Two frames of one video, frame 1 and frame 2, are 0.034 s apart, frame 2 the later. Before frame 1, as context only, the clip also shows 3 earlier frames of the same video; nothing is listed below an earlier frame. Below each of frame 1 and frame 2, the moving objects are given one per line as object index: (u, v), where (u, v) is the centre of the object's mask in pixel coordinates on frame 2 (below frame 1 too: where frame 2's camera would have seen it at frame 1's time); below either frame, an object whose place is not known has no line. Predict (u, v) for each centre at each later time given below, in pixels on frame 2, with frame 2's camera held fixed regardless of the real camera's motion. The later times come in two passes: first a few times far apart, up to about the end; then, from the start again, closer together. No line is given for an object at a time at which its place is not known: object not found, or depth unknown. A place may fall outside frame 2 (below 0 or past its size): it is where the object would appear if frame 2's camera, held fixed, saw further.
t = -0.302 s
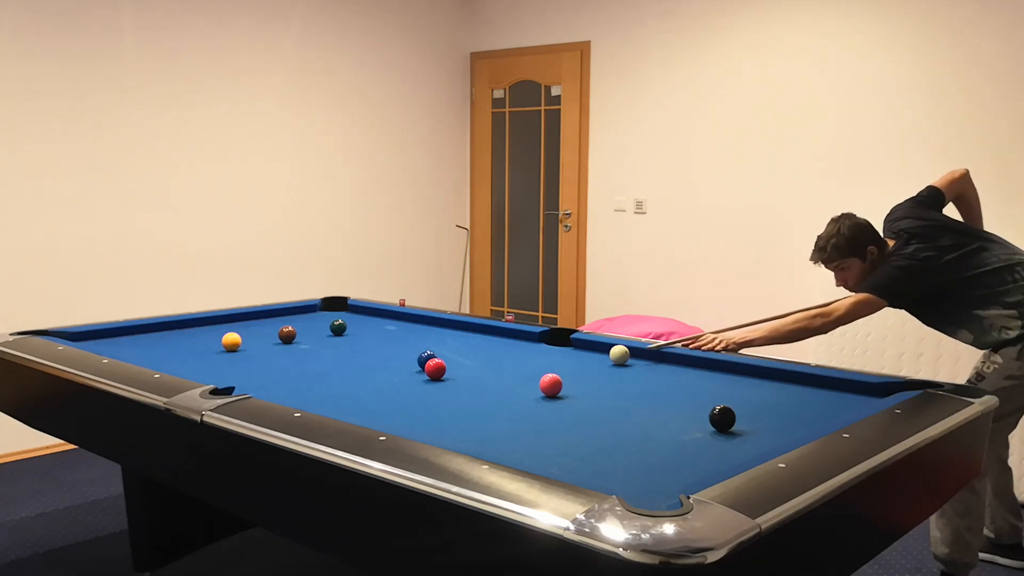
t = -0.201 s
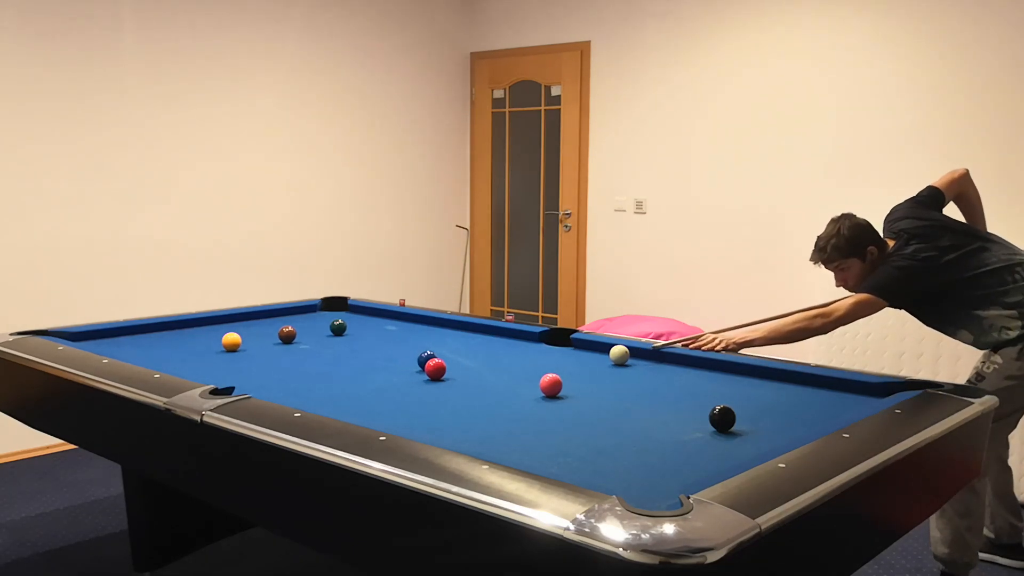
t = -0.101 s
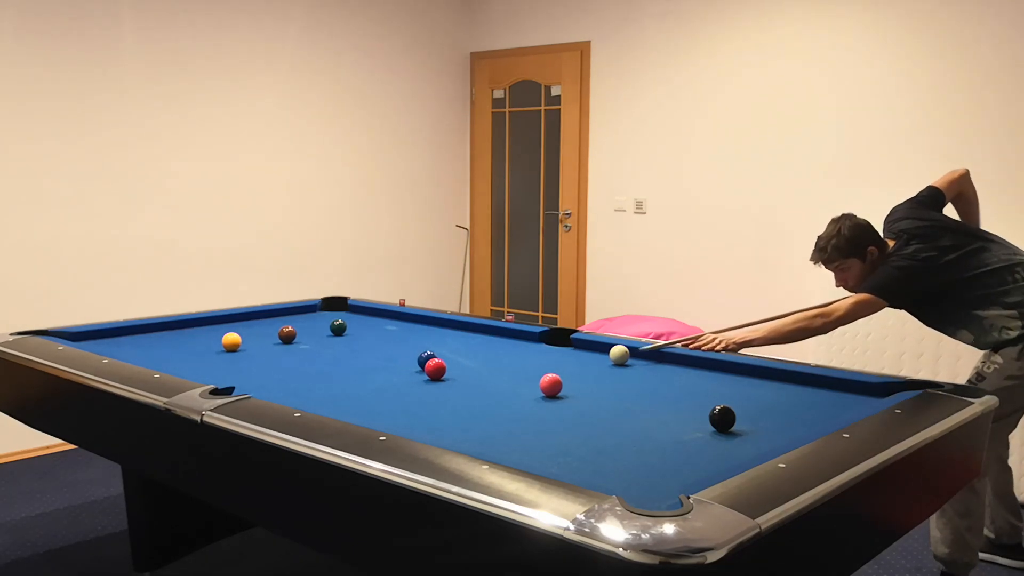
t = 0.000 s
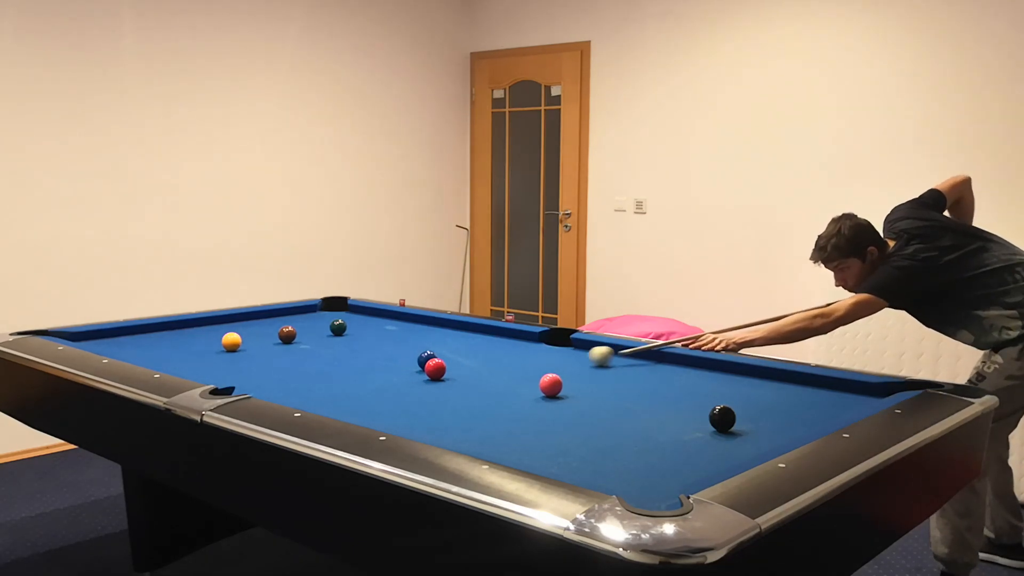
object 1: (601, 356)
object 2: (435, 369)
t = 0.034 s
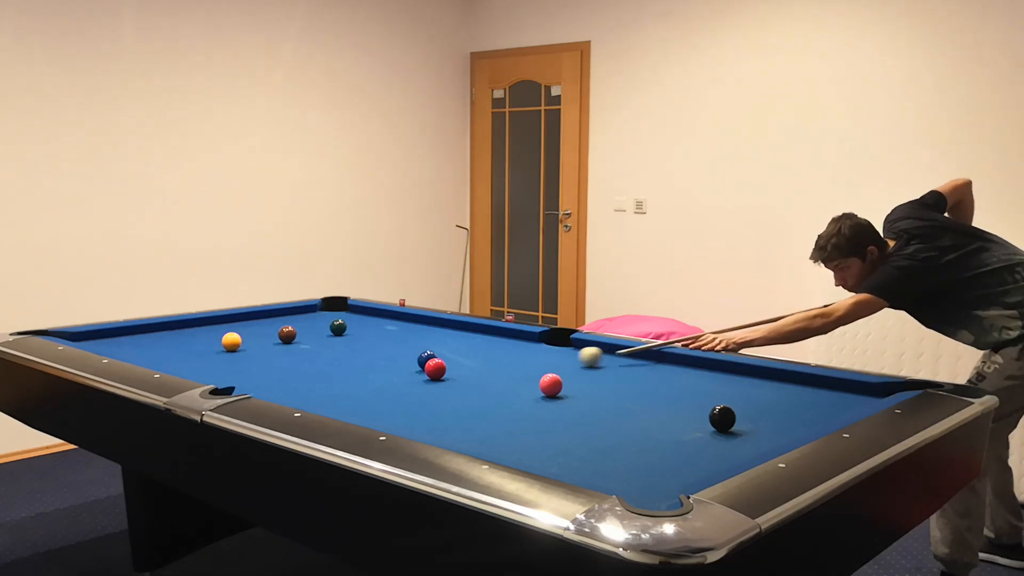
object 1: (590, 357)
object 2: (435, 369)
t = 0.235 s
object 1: (534, 360)
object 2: (435, 369)
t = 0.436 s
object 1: (477, 364)
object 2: (435, 369)
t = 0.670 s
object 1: (439, 365)
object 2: (407, 372)
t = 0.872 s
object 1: (419, 365)
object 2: (373, 377)
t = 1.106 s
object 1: (396, 363)
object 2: (334, 383)
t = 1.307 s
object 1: (379, 362)
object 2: (299, 388)
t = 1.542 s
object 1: (359, 361)
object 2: (258, 388)
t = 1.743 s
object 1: (344, 360)
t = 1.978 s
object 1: (327, 360)
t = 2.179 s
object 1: (313, 359)
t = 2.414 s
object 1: (299, 358)
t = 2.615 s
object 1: (288, 357)
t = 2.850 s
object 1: (276, 357)
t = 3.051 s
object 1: (267, 356)
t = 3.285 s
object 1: (257, 356)
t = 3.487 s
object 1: (250, 355)
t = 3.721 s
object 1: (243, 355)
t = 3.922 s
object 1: (238, 354)
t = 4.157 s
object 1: (234, 354)
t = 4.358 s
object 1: (231, 354)
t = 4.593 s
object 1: (229, 354)
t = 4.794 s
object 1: (229, 354)
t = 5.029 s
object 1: (229, 354)
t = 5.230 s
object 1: (229, 354)
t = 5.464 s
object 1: (229, 354)
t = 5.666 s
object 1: (229, 354)
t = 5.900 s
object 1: (229, 354)
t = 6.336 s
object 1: (230, 355)
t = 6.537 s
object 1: (229, 354)
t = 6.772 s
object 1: (229, 354)
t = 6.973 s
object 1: (229, 354)
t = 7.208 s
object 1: (229, 354)
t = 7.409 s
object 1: (229, 354)
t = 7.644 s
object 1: (229, 354)
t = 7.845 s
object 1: (229, 354)
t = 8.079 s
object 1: (229, 354)
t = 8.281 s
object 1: (229, 354)
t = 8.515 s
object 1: (229, 354)
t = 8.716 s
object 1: (229, 354)
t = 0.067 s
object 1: (581, 357)
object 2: (435, 369)
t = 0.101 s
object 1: (572, 358)
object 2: (435, 369)
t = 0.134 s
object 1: (562, 358)
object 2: (435, 369)
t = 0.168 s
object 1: (553, 359)
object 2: (435, 369)
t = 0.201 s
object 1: (544, 360)
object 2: (435, 369)
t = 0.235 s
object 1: (534, 360)
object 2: (435, 369)
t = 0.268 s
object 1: (525, 361)
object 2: (435, 369)
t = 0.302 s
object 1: (516, 362)
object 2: (435, 369)
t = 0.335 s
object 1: (506, 362)
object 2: (435, 369)
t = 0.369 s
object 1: (497, 363)
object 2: (435, 369)
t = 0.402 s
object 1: (487, 364)
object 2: (435, 369)
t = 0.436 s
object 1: (477, 364)
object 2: (435, 369)
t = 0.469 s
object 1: (468, 365)
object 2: (435, 369)
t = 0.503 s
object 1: (459, 366)
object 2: (435, 369)
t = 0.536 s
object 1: (452, 366)
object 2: (431, 369)
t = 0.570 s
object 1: (449, 366)
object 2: (425, 370)
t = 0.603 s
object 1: (446, 366)
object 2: (418, 371)
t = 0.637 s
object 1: (442, 366)
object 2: (412, 372)
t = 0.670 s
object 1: (439, 365)
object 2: (407, 372)
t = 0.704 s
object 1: (435, 365)
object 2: (401, 373)
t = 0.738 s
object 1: (432, 365)
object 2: (396, 374)
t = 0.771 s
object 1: (429, 365)
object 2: (390, 375)
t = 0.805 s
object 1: (425, 365)
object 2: (385, 376)
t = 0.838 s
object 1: (422, 365)
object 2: (379, 376)
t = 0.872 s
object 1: (419, 365)
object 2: (373, 377)
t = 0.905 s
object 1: (415, 364)
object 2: (368, 378)
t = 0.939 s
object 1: (412, 364)
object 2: (362, 379)
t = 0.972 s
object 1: (409, 364)
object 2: (356, 380)
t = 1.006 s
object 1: (405, 363)
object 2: (351, 380)
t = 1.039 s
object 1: (402, 363)
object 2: (345, 381)
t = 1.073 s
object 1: (399, 363)
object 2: (339, 382)
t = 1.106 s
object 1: (396, 363)
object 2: (334, 383)
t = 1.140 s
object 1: (393, 363)
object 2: (328, 383)
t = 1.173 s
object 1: (390, 363)
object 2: (322, 384)
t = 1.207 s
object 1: (387, 363)
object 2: (317, 385)
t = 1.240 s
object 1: (384, 362)
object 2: (311, 386)
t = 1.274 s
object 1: (381, 362)
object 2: (305, 387)
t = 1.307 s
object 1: (379, 362)
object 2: (299, 388)
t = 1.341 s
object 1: (376, 362)
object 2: (293, 388)
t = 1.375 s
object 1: (373, 362)
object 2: (288, 388)
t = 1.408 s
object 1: (370, 362)
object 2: (282, 388)
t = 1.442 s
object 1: (367, 362)
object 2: (276, 388)
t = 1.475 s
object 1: (364, 361)
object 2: (270, 388)
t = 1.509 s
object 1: (362, 361)
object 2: (264, 388)
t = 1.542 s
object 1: (359, 361)
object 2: (258, 388)
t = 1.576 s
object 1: (356, 361)
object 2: (252, 389)
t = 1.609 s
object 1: (354, 361)
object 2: (246, 390)
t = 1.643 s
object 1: (351, 361)
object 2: (241, 393)
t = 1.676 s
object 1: (349, 361)
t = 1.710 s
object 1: (346, 361)
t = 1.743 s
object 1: (344, 360)
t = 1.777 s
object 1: (341, 360)
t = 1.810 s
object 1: (339, 360)
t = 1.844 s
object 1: (336, 360)
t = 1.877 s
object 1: (334, 360)
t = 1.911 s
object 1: (331, 360)
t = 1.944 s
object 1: (329, 360)
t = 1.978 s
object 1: (327, 360)
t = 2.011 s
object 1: (324, 359)
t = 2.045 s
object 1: (322, 359)
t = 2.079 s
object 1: (320, 359)
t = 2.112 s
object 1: (318, 359)
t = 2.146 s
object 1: (316, 359)
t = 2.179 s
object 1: (313, 359)
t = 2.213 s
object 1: (311, 359)
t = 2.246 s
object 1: (309, 359)
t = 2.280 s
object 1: (307, 358)
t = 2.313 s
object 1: (305, 358)
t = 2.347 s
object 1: (303, 358)
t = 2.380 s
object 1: (301, 358)
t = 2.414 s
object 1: (299, 358)
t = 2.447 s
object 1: (297, 358)
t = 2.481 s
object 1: (295, 358)
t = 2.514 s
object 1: (294, 358)
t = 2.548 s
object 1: (292, 358)
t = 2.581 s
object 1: (290, 357)
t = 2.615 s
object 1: (288, 357)
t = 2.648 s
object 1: (286, 357)
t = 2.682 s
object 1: (284, 357)
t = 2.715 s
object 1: (283, 357)
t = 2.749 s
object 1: (281, 357)
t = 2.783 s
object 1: (279, 357)
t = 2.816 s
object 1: (278, 357)
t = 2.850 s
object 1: (276, 357)
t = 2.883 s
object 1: (274, 357)
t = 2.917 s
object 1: (273, 356)
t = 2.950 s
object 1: (271, 356)
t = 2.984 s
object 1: (270, 356)
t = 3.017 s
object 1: (268, 356)
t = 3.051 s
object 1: (267, 356)
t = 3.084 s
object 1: (265, 356)
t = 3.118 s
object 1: (264, 356)
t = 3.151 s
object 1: (263, 356)
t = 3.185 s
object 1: (261, 356)
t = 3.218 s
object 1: (260, 356)
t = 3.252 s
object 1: (259, 356)
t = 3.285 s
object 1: (257, 356)
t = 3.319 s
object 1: (256, 356)
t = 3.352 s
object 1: (255, 356)
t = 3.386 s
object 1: (254, 356)
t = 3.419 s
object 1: (253, 355)
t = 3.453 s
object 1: (252, 355)
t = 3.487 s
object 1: (250, 355)
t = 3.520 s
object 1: (249, 355)
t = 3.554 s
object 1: (248, 355)
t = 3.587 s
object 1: (247, 355)
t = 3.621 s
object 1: (246, 355)
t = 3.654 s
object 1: (245, 355)
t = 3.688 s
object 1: (244, 355)
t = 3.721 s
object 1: (243, 355)
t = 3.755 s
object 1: (242, 355)
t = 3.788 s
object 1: (242, 355)
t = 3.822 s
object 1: (241, 355)
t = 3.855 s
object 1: (240, 355)
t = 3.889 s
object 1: (239, 355)
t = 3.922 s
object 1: (238, 354)
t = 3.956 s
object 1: (237, 354)
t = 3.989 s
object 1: (237, 354)
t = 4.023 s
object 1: (236, 354)
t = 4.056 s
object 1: (235, 354)
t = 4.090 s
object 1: (235, 354)
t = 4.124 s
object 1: (234, 354)
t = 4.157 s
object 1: (234, 354)
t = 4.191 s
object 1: (233, 354)
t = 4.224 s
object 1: (233, 354)
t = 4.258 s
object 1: (232, 354)
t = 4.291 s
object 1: (232, 354)
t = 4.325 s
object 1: (231, 354)
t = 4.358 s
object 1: (231, 354)
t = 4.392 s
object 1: (231, 354)
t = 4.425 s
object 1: (230, 354)
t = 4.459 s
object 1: (230, 354)
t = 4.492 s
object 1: (230, 354)
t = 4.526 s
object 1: (229, 354)
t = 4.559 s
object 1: (229, 354)
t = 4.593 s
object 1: (229, 354)
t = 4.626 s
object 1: (229, 354)
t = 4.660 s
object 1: (229, 354)
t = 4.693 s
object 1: (229, 354)
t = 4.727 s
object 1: (229, 354)
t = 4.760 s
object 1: (229, 354)
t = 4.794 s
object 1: (229, 354)
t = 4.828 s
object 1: (229, 354)
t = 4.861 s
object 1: (229, 354)
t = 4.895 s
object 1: (229, 354)
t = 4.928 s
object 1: (229, 354)
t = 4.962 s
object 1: (229, 354)
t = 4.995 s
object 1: (229, 354)
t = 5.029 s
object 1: (229, 354)
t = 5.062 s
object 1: (229, 354)
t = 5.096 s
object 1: (229, 354)
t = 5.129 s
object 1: (229, 354)
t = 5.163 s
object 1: (229, 354)
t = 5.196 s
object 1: (229, 354)
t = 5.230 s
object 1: (229, 354)
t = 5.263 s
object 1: (229, 354)
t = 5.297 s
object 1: (229, 354)
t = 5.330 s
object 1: (229, 354)
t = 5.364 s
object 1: (229, 354)
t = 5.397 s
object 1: (229, 354)
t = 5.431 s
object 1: (229, 354)
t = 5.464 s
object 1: (229, 354)
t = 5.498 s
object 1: (229, 354)
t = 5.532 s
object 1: (229, 354)
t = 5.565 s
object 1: (229, 354)
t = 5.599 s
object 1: (229, 354)
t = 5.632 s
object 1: (229, 354)
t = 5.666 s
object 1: (229, 354)
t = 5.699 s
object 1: (229, 354)
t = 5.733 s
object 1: (229, 354)
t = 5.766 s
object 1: (229, 354)
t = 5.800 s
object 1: (229, 354)
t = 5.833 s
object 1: (229, 354)
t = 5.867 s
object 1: (229, 354)
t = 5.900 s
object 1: (229, 354)
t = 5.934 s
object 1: (229, 354)
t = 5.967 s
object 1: (229, 354)
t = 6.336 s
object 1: (230, 355)
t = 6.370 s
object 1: (229, 354)
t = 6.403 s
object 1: (229, 354)
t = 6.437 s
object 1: (229, 354)
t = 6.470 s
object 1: (229, 354)
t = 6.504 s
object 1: (229, 354)
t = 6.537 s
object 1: (229, 354)
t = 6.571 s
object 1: (229, 354)
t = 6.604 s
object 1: (229, 354)
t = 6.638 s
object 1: (229, 354)
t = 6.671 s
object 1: (229, 354)
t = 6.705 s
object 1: (229, 354)
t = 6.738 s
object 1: (229, 354)
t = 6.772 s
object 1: (229, 354)
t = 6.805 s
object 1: (229, 354)
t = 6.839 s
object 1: (229, 354)
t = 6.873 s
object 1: (229, 354)
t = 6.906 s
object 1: (229, 354)
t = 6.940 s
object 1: (229, 354)
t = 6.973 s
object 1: (229, 354)
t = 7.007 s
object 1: (229, 354)
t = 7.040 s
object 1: (229, 354)
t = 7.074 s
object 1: (229, 354)
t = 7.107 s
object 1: (229, 354)
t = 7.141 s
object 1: (229, 354)
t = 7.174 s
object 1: (229, 354)
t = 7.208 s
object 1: (229, 354)
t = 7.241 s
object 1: (229, 354)
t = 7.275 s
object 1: (229, 354)
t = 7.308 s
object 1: (229, 354)
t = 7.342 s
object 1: (229, 354)
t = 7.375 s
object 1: (229, 354)
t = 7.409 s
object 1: (229, 354)
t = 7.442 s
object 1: (229, 354)
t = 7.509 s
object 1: (229, 354)
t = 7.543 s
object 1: (229, 354)
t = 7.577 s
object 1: (229, 354)
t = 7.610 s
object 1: (229, 354)
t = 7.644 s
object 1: (229, 354)
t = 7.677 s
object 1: (229, 354)
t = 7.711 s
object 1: (229, 354)
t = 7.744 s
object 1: (229, 354)
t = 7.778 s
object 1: (229, 354)
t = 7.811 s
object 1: (229, 354)
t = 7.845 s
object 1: (229, 354)
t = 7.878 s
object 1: (229, 354)
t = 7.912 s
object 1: (229, 354)
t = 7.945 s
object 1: (229, 354)
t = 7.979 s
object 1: (229, 354)
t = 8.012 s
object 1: (229, 354)
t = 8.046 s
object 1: (229, 354)
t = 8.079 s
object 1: (229, 354)
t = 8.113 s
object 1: (229, 354)
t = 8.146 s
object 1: (229, 354)
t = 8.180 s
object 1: (229, 354)
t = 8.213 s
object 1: (229, 354)
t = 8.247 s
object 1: (229, 354)
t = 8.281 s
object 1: (229, 354)
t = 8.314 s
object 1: (229, 354)
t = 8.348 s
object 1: (229, 354)
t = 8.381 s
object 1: (229, 354)
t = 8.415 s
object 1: (229, 354)
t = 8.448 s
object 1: (229, 354)
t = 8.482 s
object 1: (229, 354)
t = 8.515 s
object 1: (229, 354)
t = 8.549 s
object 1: (229, 354)
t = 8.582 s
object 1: (229, 354)
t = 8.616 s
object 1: (229, 354)
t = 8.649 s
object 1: (229, 354)
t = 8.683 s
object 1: (229, 354)
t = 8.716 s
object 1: (229, 354)
